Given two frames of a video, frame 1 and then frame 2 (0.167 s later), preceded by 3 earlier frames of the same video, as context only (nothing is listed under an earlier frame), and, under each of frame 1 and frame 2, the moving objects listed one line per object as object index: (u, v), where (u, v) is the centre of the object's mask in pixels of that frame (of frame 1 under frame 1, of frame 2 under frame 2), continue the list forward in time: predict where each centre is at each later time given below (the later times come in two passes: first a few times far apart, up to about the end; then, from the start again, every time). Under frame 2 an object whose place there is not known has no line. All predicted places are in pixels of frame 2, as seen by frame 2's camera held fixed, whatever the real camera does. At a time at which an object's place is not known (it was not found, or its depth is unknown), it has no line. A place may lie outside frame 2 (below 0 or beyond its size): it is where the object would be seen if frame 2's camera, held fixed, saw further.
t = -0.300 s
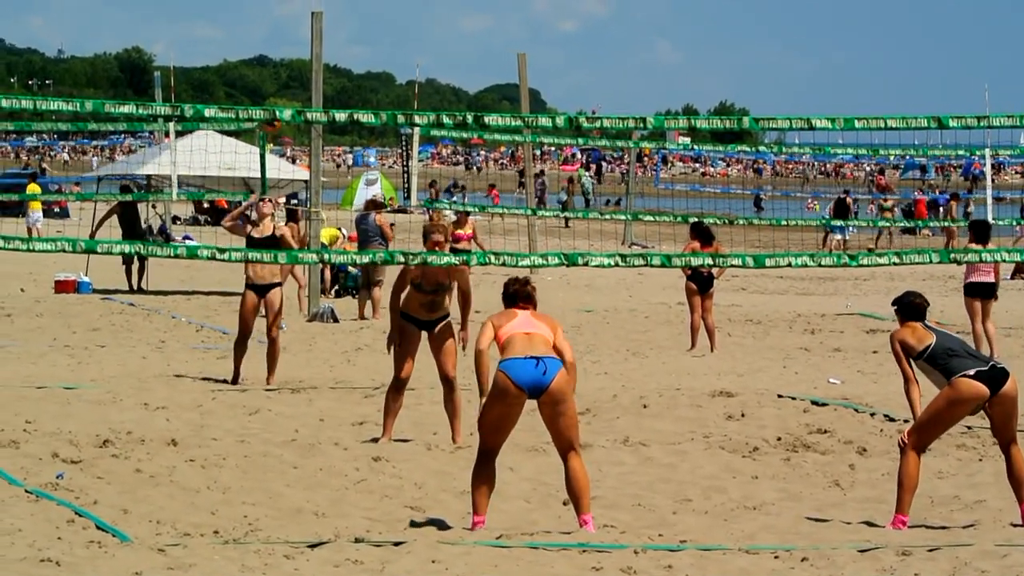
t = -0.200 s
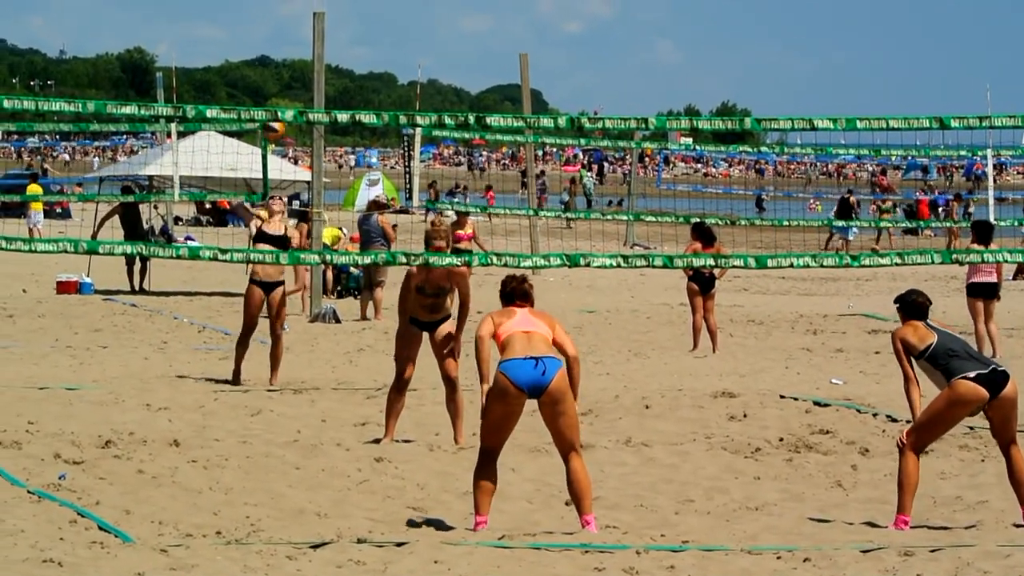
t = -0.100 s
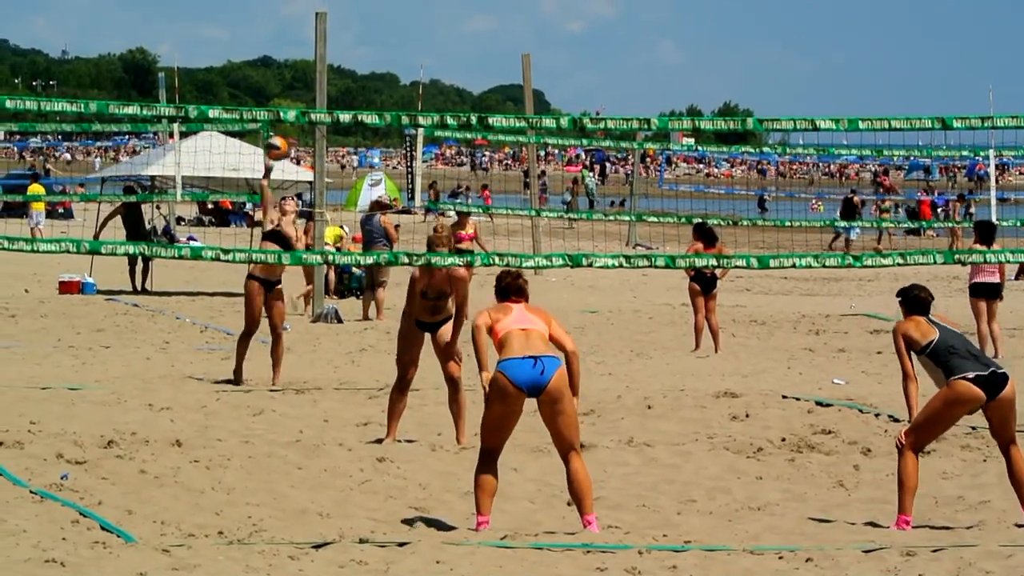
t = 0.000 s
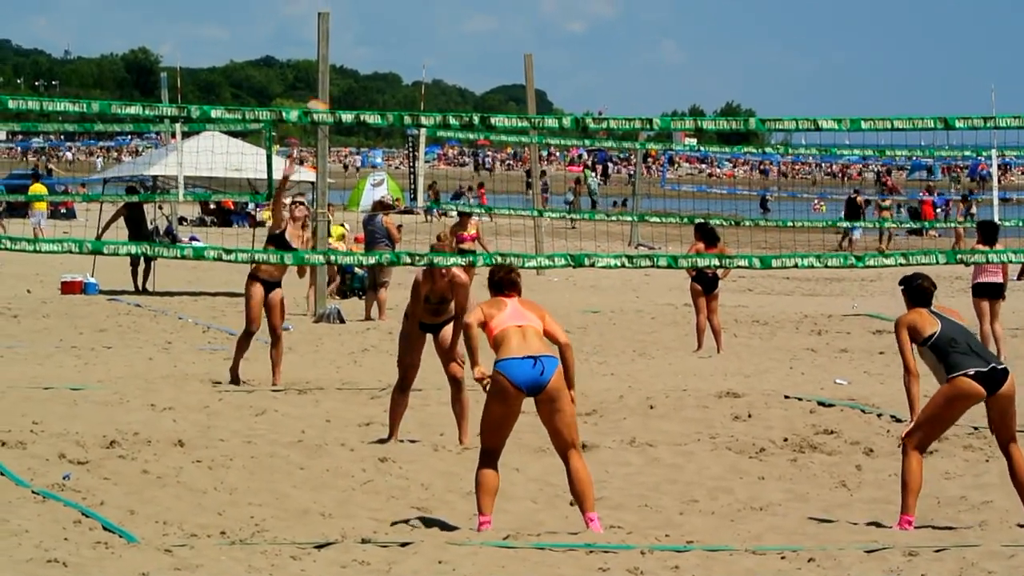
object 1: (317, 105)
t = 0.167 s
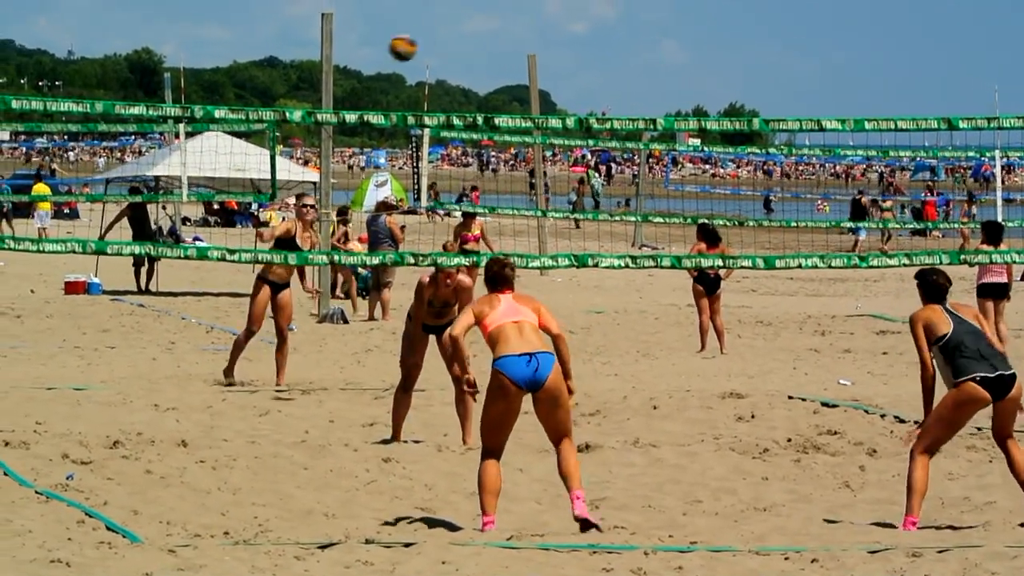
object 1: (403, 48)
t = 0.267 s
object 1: (457, 24)
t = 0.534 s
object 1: (614, 29)
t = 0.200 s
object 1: (420, 39)
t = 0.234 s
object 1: (438, 31)
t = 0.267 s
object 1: (457, 24)
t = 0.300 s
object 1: (476, 19)
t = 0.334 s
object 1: (495, 16)
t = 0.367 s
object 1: (514, 15)
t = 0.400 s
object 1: (534, 15)
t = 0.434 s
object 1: (553, 17)
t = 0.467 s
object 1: (574, 22)
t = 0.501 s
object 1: (595, 26)
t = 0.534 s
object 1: (614, 29)
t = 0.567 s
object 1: (636, 38)
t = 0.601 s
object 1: (657, 47)
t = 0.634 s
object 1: (679, 59)
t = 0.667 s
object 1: (701, 74)
